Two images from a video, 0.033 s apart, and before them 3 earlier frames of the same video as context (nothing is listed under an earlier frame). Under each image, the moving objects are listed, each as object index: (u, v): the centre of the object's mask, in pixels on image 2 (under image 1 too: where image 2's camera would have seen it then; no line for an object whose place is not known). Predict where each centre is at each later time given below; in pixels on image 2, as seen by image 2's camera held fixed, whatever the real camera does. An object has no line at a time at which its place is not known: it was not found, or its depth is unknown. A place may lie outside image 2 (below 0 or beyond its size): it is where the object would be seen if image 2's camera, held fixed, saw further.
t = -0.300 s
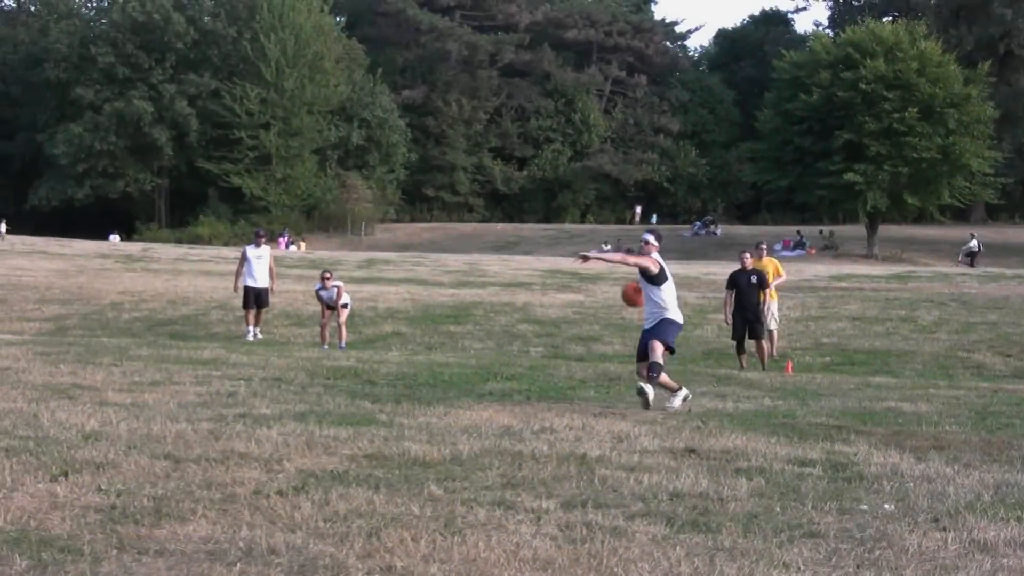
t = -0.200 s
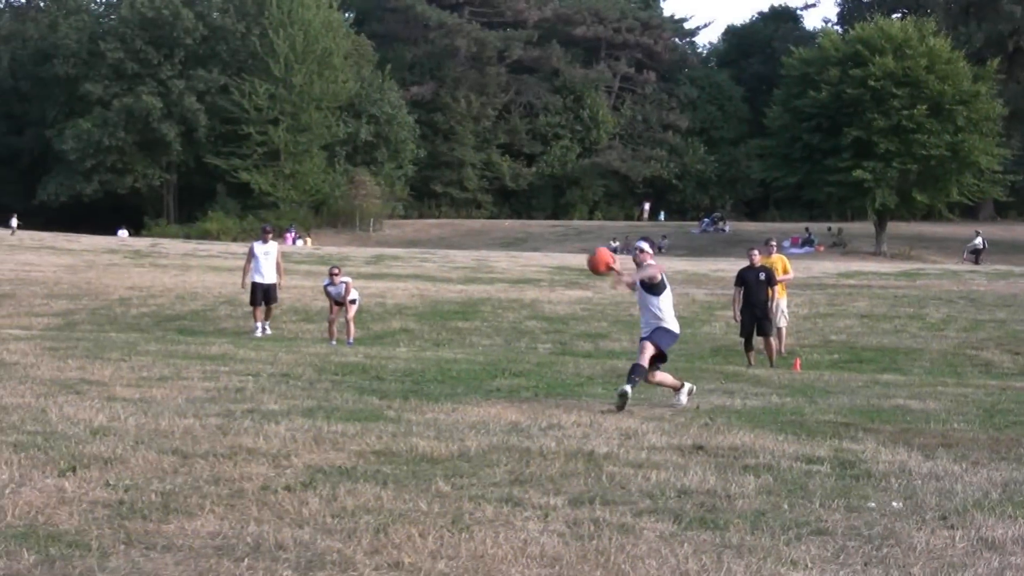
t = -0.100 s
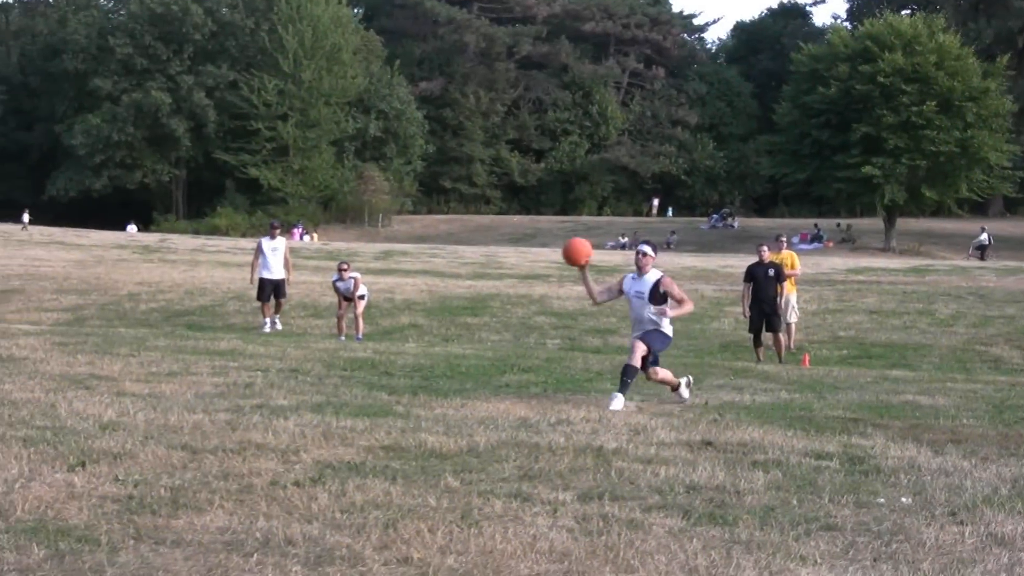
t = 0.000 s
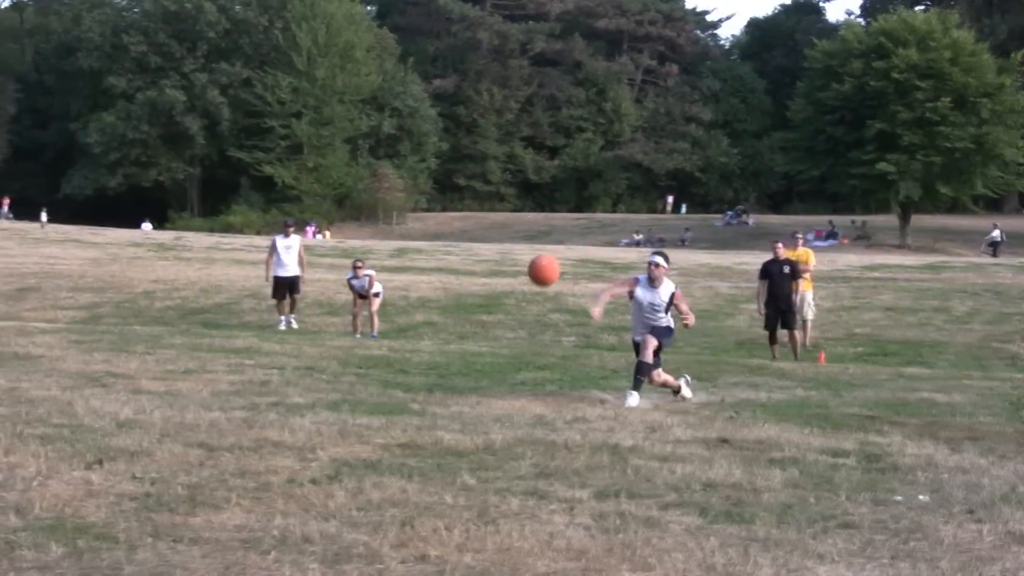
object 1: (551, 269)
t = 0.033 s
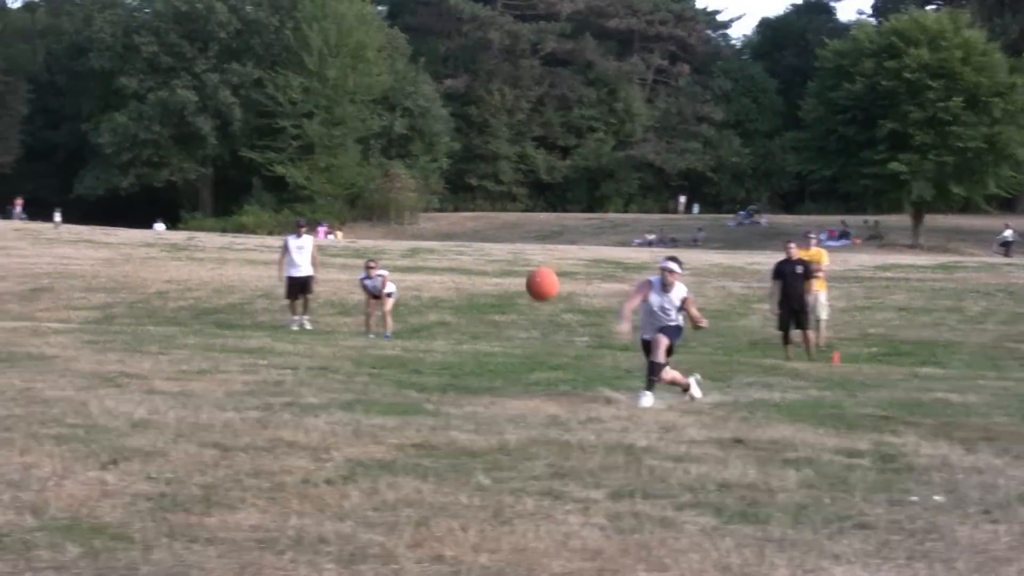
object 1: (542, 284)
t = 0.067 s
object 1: (535, 299)
